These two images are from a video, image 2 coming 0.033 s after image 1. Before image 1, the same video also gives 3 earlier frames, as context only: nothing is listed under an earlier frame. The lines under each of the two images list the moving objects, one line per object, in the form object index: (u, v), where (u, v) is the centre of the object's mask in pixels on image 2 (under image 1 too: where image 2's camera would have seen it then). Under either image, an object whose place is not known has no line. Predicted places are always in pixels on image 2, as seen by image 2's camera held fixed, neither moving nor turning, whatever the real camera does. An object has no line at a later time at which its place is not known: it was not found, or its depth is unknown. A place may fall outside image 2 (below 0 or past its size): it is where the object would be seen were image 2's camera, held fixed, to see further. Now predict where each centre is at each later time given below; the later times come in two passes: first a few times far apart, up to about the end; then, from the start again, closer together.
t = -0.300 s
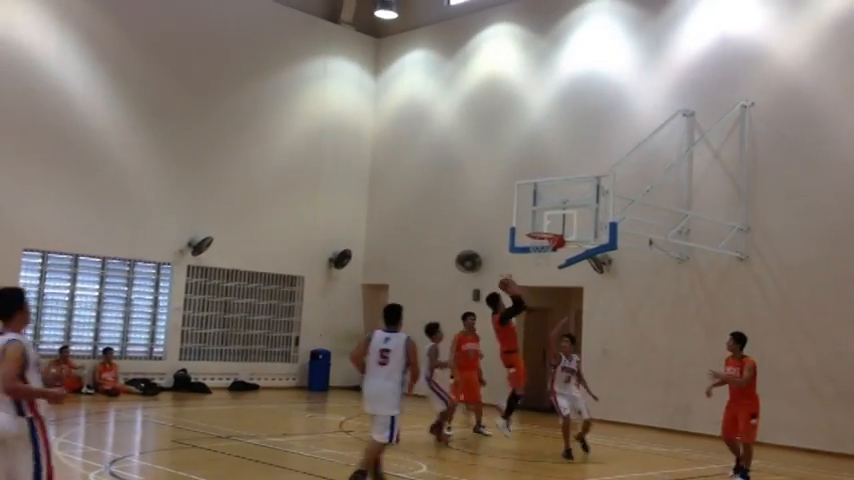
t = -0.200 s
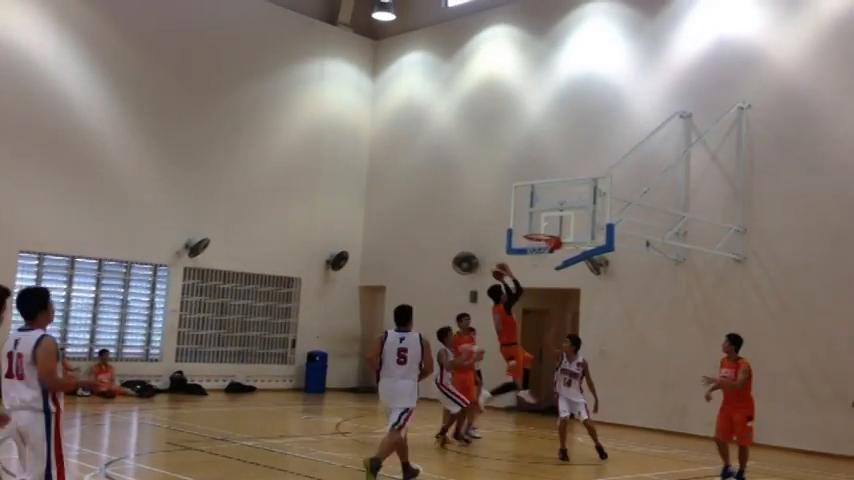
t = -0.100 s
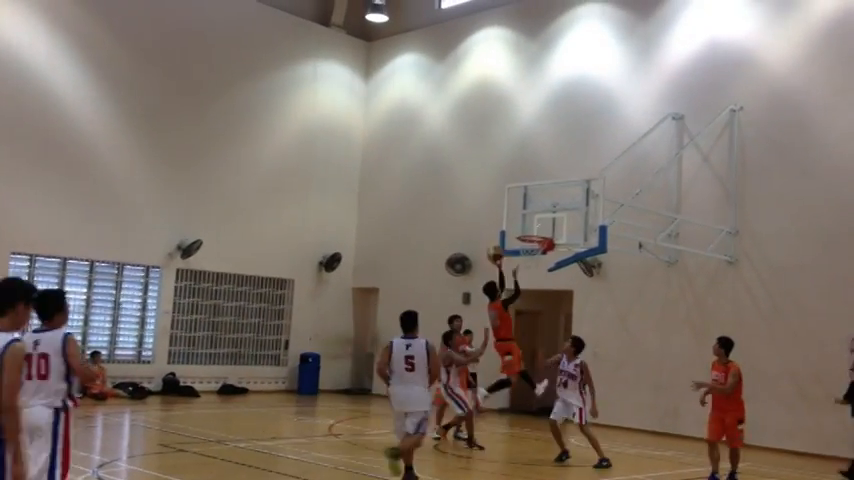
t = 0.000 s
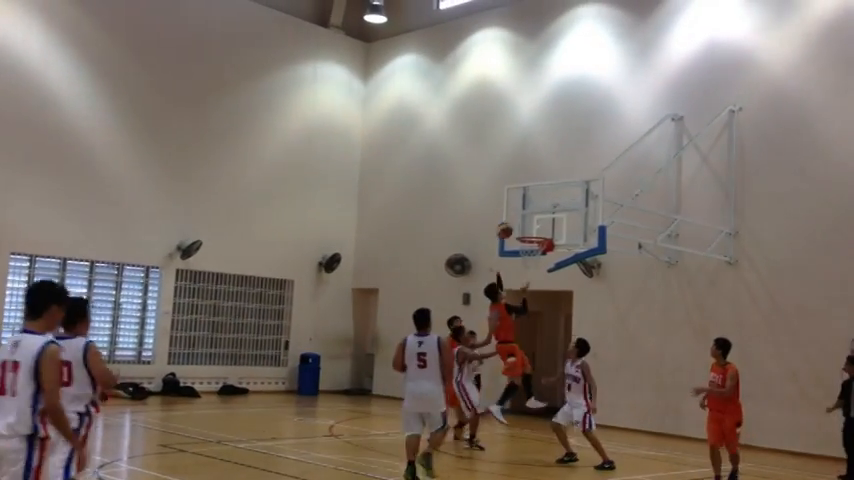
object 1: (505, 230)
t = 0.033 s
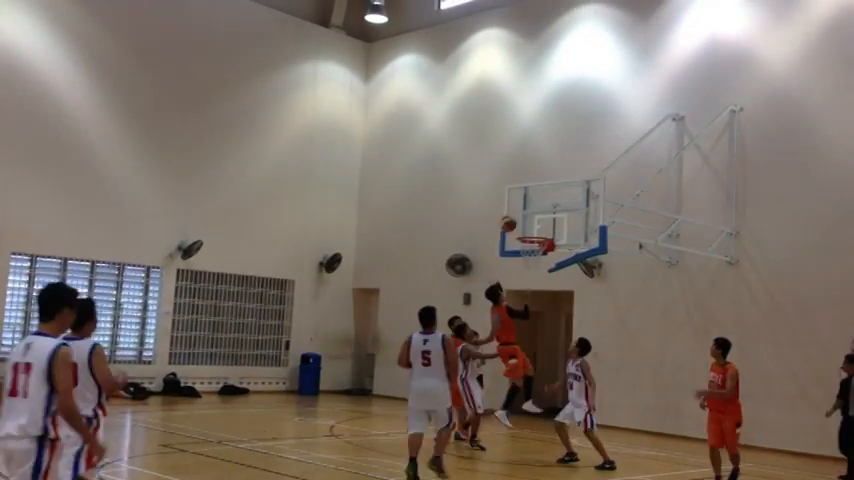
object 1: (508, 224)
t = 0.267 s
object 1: (528, 200)
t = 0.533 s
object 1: (546, 215)
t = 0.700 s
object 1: (538, 235)
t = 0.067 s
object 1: (511, 218)
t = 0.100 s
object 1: (514, 213)
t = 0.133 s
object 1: (517, 209)
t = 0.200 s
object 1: (523, 202)
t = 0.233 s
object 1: (525, 201)
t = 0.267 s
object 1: (528, 200)
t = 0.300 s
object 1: (530, 199)
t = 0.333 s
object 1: (532, 199)
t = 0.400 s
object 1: (538, 202)
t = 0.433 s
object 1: (540, 204)
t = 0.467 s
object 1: (543, 208)
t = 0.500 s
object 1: (546, 212)
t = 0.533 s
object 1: (546, 215)
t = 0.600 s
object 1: (543, 222)
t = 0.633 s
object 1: (542, 227)
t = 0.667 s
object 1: (541, 231)
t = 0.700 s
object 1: (538, 235)
